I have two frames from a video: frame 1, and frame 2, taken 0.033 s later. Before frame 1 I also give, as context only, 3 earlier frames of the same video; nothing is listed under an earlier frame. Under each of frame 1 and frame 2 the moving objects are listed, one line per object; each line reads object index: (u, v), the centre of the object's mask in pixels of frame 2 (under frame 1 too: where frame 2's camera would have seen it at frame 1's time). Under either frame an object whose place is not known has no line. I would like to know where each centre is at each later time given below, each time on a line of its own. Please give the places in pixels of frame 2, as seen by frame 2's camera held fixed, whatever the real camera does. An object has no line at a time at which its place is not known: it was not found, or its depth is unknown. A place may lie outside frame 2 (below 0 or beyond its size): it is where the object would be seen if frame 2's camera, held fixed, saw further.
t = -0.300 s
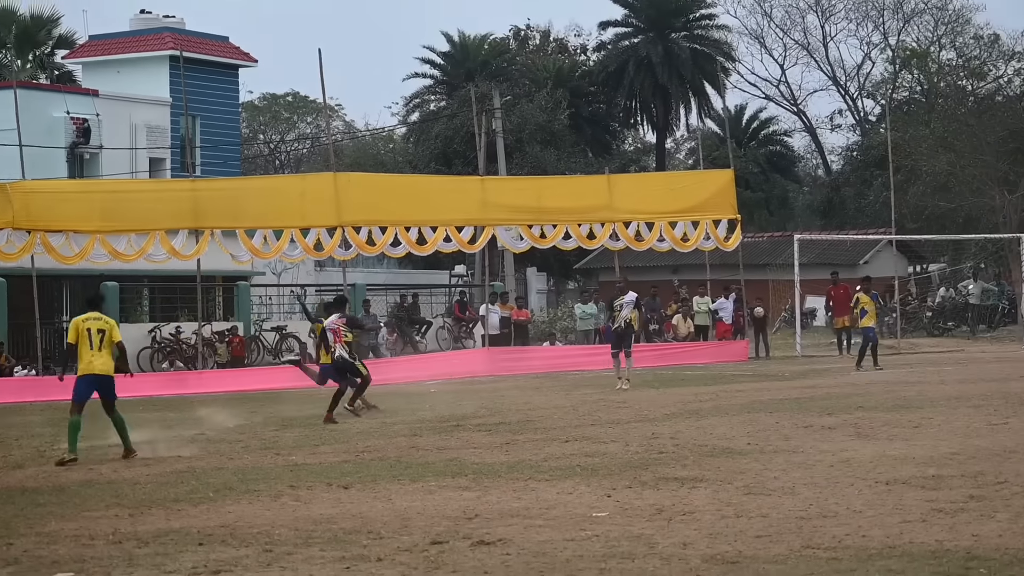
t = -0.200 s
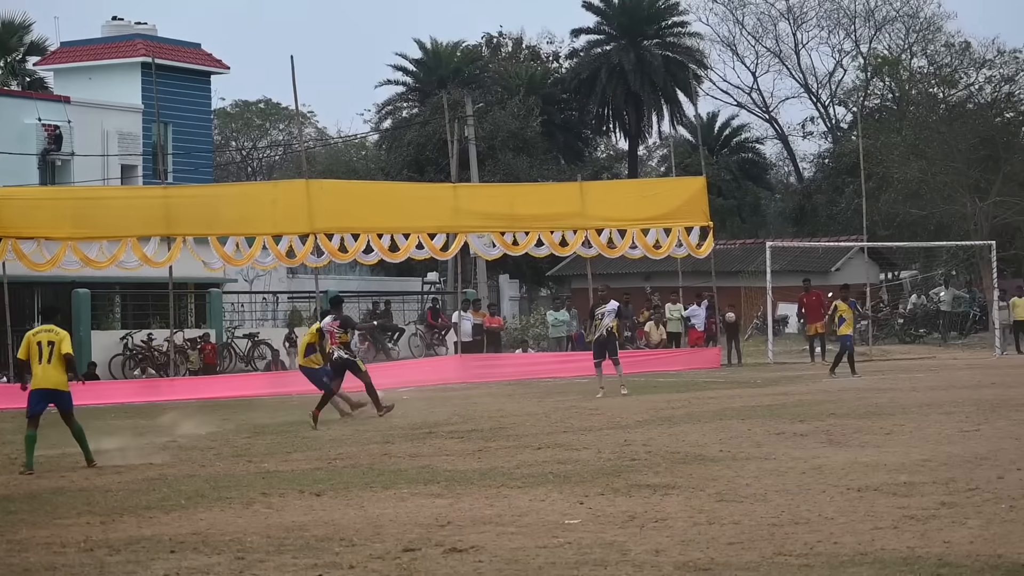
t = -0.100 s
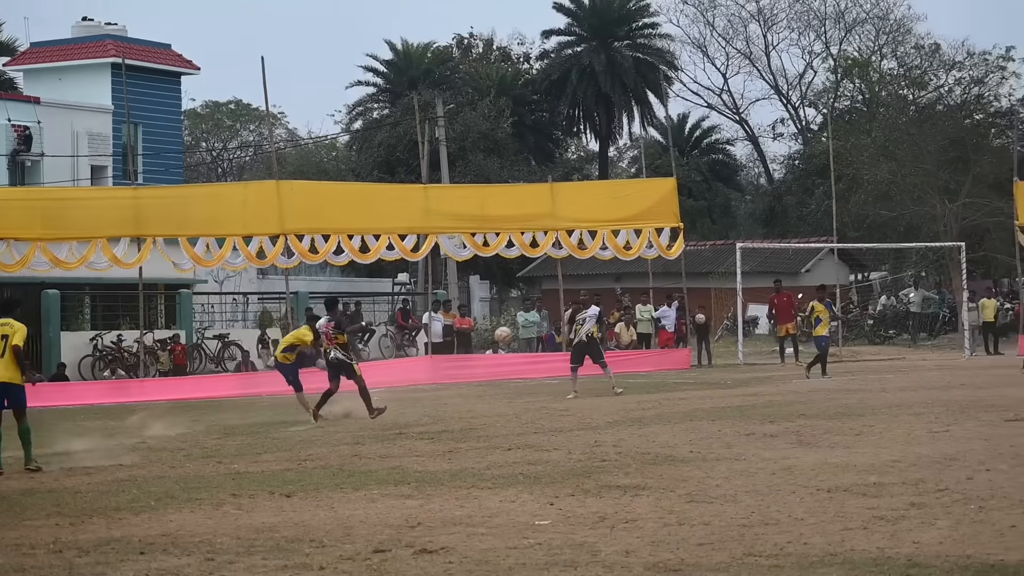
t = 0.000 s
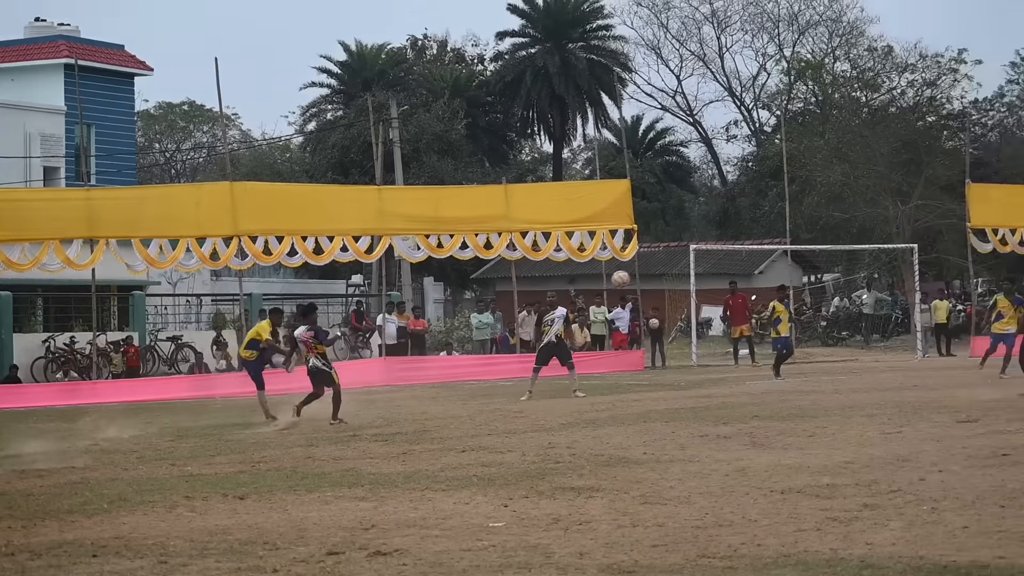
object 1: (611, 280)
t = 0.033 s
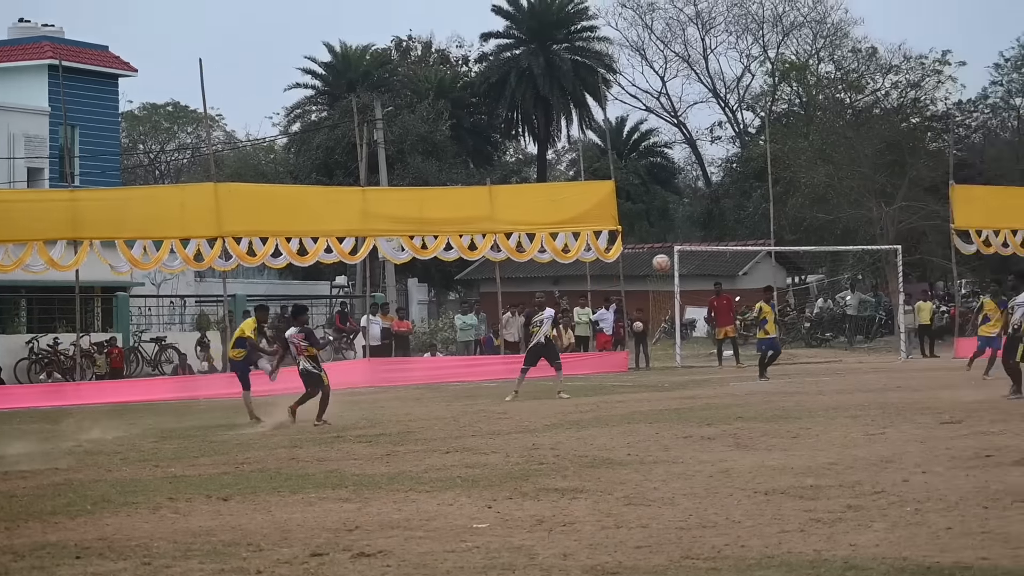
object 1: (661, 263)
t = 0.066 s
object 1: (710, 247)
